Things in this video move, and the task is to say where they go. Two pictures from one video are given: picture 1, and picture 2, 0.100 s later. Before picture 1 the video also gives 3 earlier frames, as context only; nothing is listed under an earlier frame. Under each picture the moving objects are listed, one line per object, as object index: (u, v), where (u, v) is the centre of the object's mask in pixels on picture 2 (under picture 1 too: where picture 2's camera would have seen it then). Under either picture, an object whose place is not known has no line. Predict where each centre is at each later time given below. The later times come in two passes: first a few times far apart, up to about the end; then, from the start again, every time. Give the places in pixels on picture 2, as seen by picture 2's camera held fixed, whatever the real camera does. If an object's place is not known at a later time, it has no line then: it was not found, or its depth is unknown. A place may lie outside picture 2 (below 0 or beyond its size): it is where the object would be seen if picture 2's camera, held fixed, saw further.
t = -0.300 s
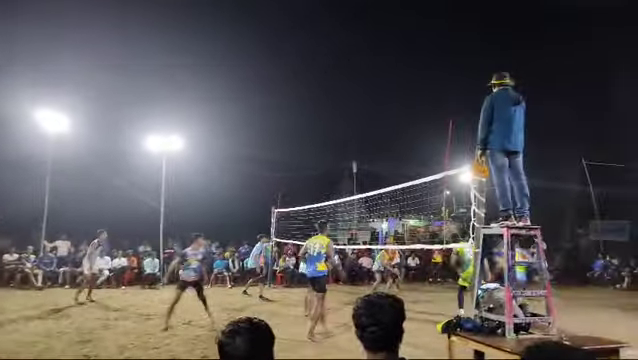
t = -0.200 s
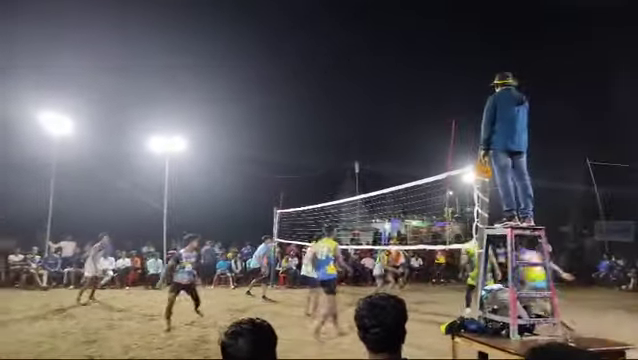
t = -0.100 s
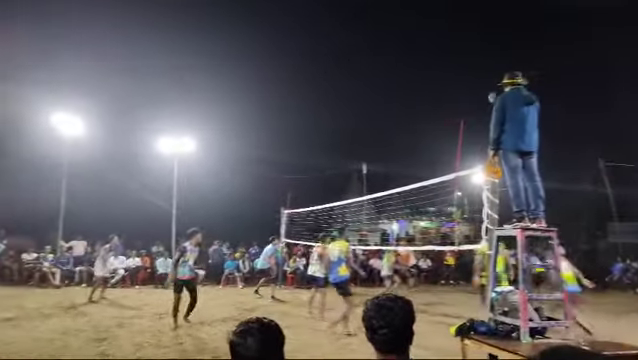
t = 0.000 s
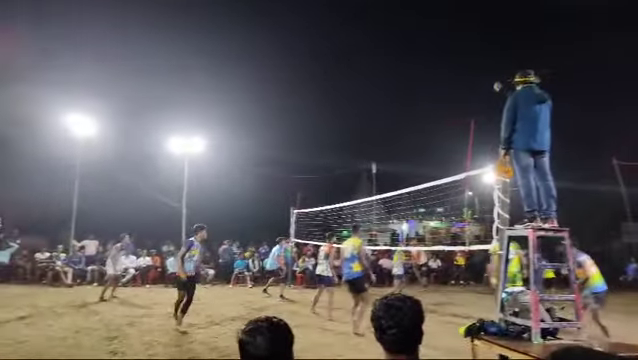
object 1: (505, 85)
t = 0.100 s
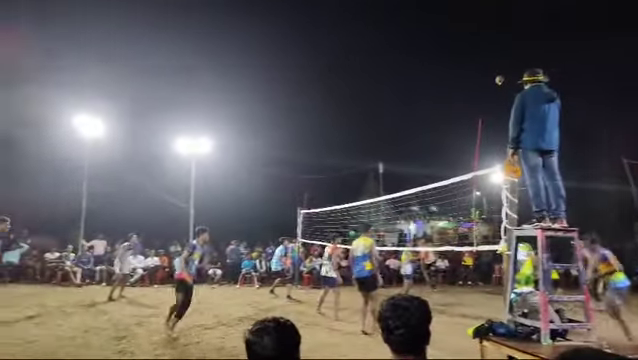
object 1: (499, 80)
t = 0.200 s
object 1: (493, 77)
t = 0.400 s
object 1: (482, 82)
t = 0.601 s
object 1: (473, 100)
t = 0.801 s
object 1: (463, 134)
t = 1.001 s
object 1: (453, 175)
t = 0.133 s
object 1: (497, 78)
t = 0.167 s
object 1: (495, 77)
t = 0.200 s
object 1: (493, 77)
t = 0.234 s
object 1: (492, 76)
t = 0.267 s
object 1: (490, 76)
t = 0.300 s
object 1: (488, 77)
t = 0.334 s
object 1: (486, 79)
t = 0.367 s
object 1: (484, 80)
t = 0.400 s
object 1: (482, 82)
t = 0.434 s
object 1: (480, 84)
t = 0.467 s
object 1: (478, 87)
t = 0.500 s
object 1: (476, 90)
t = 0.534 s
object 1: (475, 92)
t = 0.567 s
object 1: (474, 96)
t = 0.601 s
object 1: (473, 100)
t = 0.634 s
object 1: (471, 105)
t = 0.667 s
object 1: (469, 110)
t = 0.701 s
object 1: (468, 115)
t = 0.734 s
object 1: (466, 121)
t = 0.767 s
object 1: (464, 126)
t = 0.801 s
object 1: (463, 134)
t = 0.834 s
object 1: (461, 139)
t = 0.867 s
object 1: (460, 147)
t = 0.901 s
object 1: (458, 154)
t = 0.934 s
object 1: (457, 162)
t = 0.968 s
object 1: (455, 170)
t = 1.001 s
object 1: (453, 175)
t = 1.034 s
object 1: (452, 189)
